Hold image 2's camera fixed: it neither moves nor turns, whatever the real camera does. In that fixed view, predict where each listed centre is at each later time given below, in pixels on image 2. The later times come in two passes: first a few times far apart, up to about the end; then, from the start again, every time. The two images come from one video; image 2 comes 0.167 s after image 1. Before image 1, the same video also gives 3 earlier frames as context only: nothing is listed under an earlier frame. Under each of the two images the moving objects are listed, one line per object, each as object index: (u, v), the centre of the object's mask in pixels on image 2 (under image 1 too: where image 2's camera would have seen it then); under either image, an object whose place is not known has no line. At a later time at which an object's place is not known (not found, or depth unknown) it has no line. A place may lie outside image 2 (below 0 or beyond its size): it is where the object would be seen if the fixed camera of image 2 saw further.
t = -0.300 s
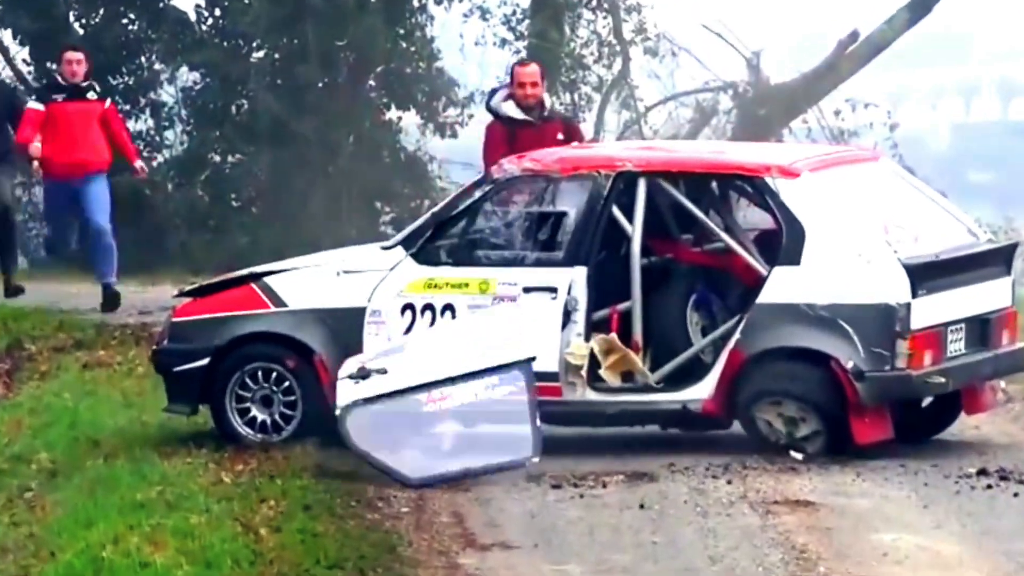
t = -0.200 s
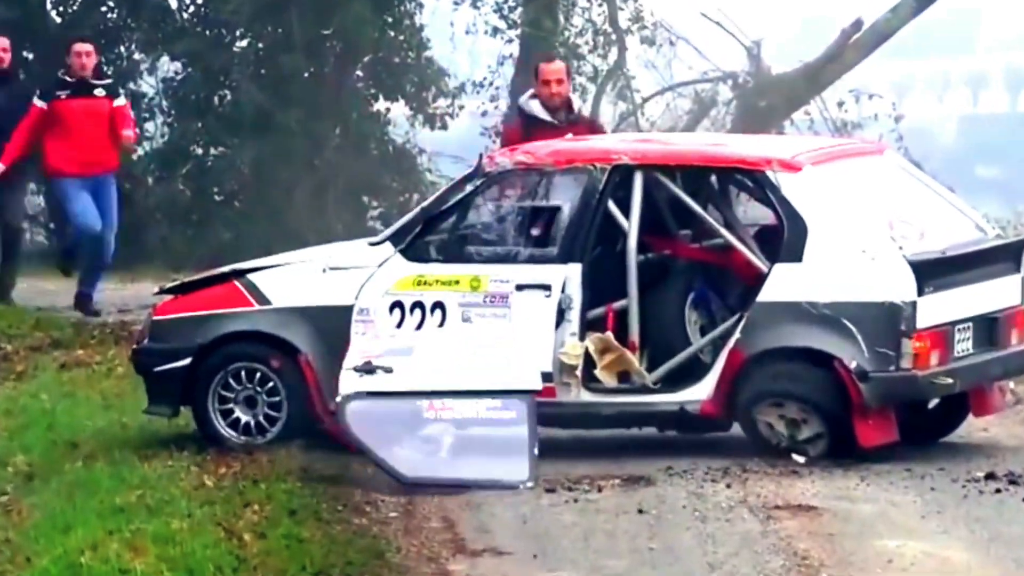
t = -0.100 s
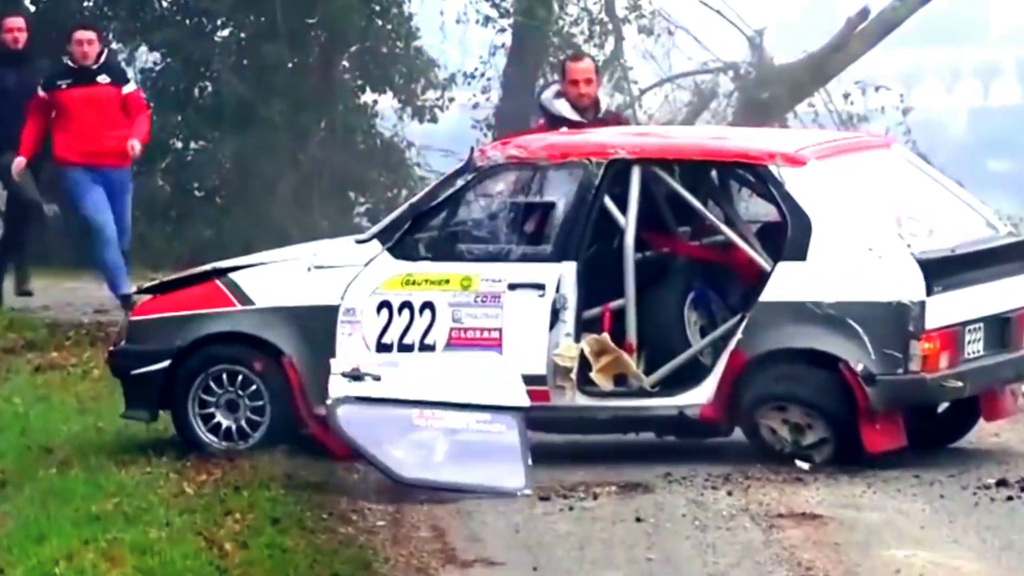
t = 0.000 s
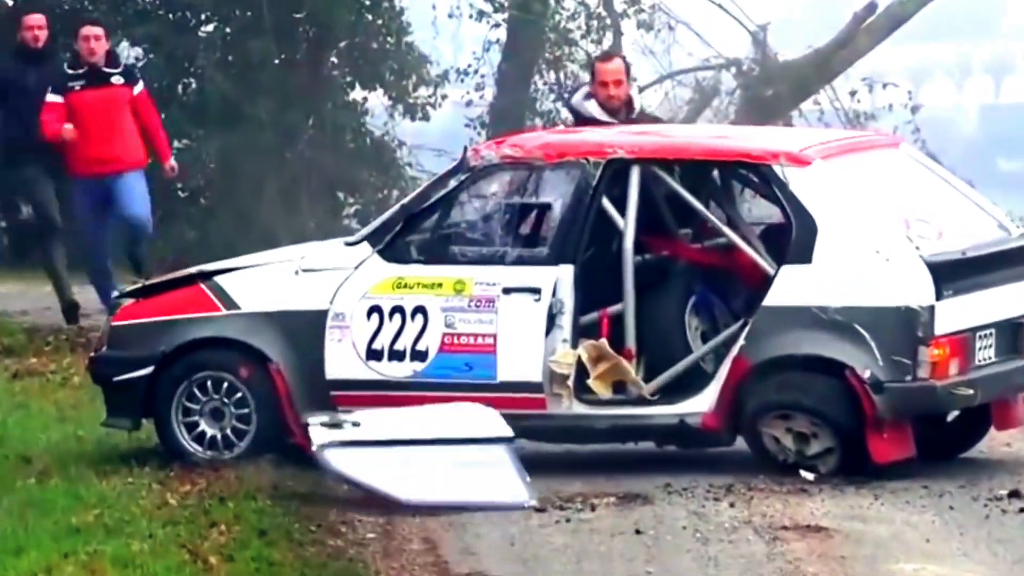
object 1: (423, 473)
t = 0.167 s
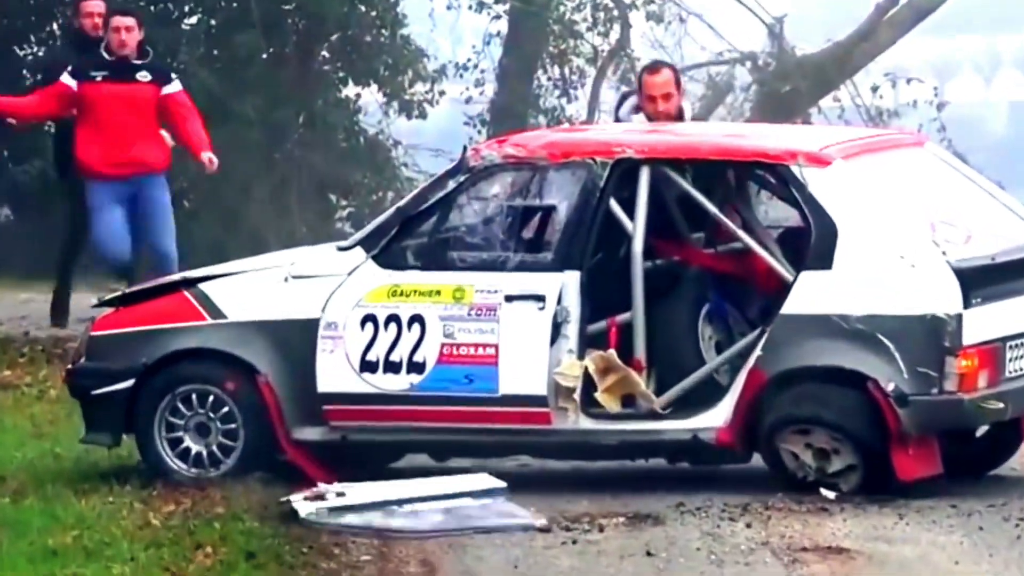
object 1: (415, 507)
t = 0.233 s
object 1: (418, 504)
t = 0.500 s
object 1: (414, 508)
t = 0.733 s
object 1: (411, 509)
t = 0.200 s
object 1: (416, 505)
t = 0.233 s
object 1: (418, 504)
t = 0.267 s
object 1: (418, 504)
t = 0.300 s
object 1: (416, 505)
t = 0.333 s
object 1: (412, 508)
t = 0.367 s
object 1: (410, 510)
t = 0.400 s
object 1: (410, 510)
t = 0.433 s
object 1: (411, 509)
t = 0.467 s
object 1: (413, 509)
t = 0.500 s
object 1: (414, 508)
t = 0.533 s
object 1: (414, 508)
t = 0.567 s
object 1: (412, 509)
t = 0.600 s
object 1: (412, 509)
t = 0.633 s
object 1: (411, 509)
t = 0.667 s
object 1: (411, 509)
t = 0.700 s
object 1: (412, 508)
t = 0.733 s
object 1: (411, 509)
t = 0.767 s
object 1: (412, 509)
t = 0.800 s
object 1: (411, 508)
